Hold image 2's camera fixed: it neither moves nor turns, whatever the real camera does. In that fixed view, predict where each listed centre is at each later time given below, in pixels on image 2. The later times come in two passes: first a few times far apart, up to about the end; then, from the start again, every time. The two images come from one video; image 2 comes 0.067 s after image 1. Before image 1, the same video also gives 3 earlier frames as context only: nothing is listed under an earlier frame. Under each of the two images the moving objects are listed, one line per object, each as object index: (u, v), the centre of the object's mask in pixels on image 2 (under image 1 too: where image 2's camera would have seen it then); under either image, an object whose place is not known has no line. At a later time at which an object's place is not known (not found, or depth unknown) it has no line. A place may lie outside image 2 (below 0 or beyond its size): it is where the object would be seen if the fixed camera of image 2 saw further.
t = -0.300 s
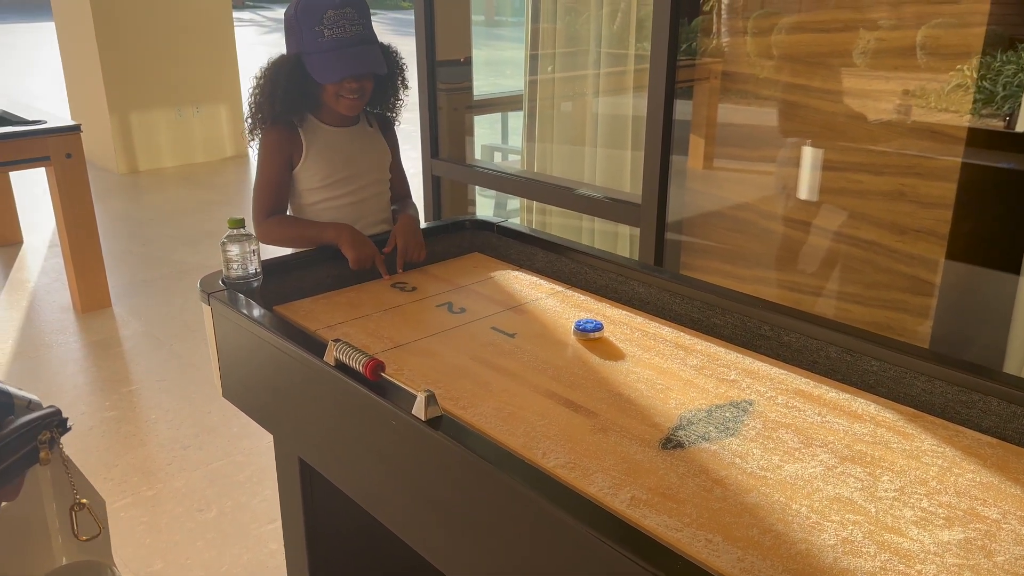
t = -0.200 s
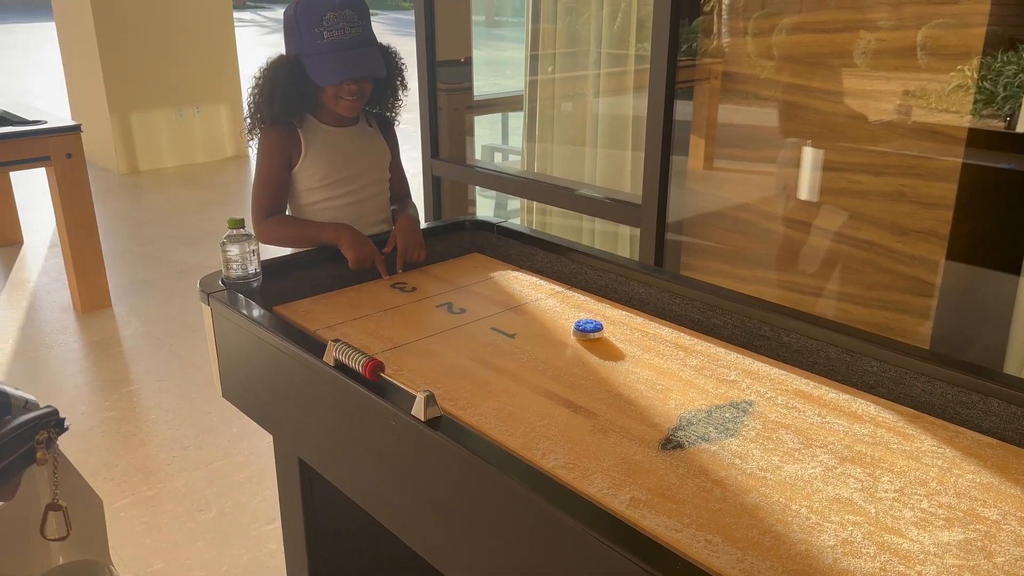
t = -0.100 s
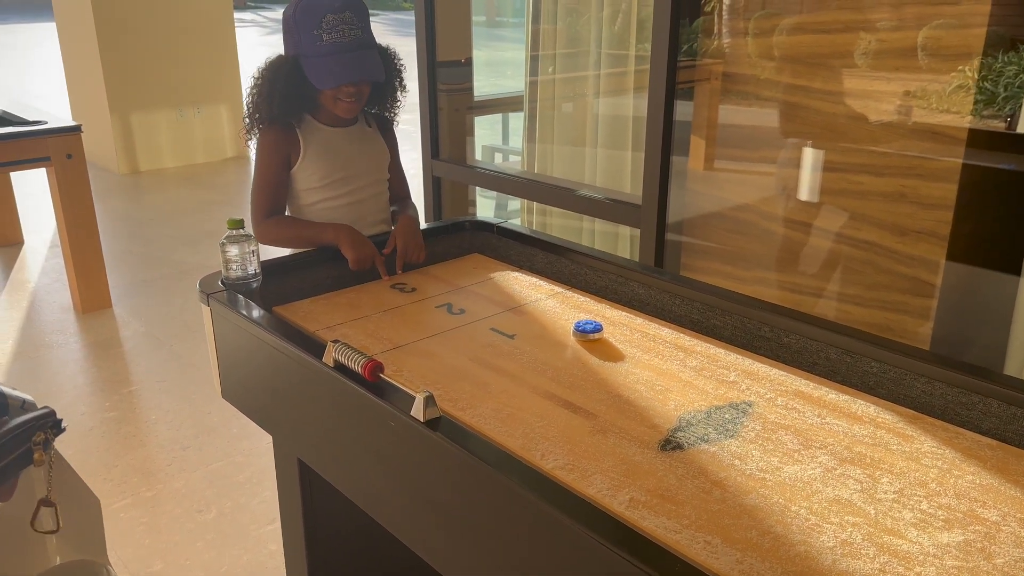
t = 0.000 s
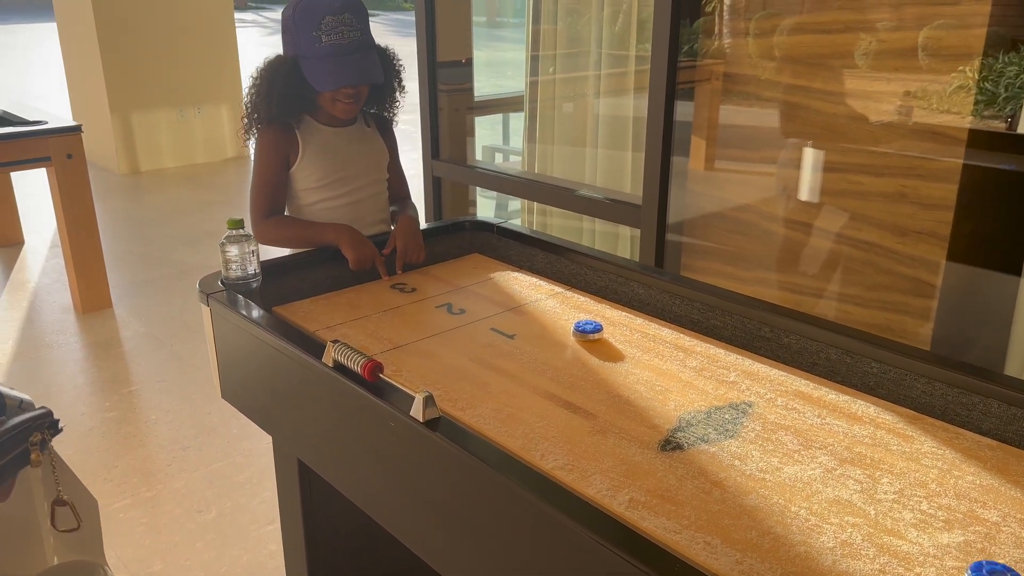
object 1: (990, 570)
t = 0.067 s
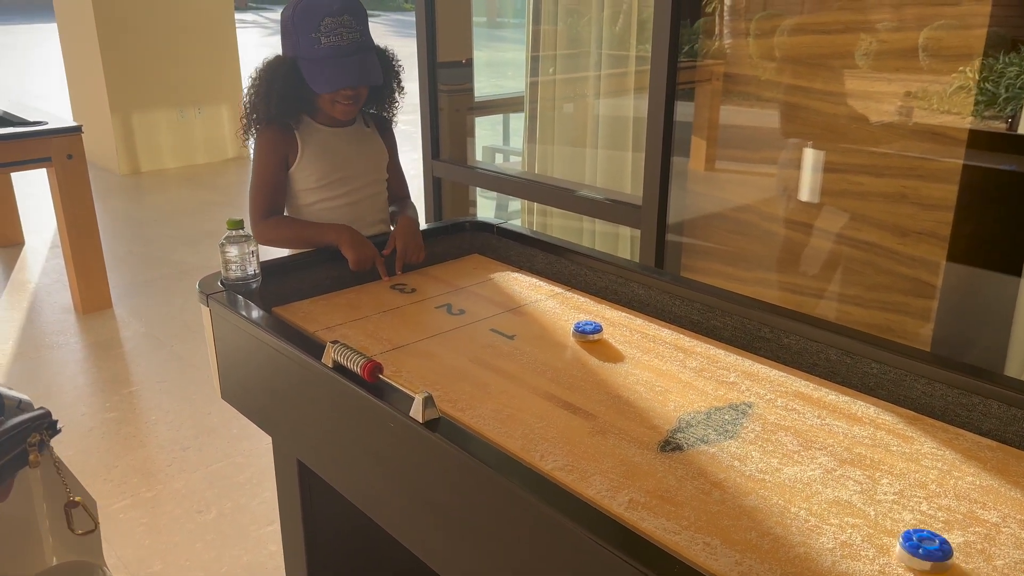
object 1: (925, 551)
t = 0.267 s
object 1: (760, 469)
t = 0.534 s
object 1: (614, 397)
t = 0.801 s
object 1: (518, 350)
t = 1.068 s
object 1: (449, 317)
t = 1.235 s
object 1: (415, 300)
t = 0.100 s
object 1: (893, 535)
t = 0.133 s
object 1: (863, 520)
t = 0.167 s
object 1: (835, 506)
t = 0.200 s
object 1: (809, 493)
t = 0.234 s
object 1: (784, 481)
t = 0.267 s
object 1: (760, 469)
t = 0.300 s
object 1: (737, 457)
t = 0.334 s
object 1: (716, 447)
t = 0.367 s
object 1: (696, 437)
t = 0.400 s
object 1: (677, 428)
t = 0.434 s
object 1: (660, 419)
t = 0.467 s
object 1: (644, 412)
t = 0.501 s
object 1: (628, 404)
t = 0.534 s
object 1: (614, 397)
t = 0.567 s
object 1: (600, 390)
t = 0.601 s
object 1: (586, 383)
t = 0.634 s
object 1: (574, 377)
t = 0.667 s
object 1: (562, 371)
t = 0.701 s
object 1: (550, 365)
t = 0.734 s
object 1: (539, 360)
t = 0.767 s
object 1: (528, 355)
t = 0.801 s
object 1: (518, 350)
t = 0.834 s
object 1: (508, 345)
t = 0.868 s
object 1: (499, 341)
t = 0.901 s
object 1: (490, 336)
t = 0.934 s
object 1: (481, 332)
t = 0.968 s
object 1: (473, 328)
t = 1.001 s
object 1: (465, 324)
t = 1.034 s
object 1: (457, 320)
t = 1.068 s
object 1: (449, 317)
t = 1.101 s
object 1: (442, 313)
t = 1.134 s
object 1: (436, 310)
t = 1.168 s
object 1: (428, 307)
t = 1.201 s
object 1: (422, 304)
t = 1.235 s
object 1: (415, 300)
